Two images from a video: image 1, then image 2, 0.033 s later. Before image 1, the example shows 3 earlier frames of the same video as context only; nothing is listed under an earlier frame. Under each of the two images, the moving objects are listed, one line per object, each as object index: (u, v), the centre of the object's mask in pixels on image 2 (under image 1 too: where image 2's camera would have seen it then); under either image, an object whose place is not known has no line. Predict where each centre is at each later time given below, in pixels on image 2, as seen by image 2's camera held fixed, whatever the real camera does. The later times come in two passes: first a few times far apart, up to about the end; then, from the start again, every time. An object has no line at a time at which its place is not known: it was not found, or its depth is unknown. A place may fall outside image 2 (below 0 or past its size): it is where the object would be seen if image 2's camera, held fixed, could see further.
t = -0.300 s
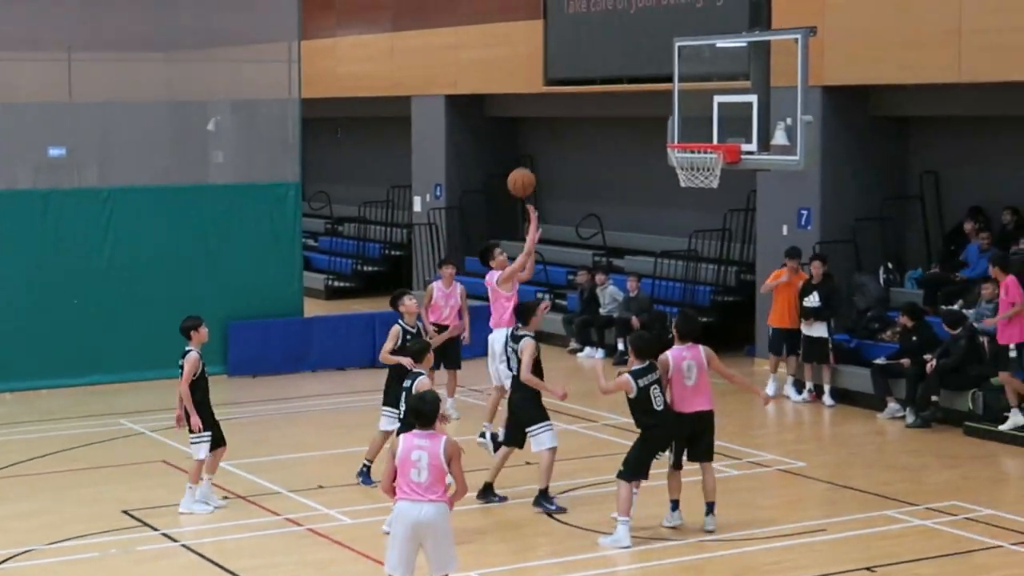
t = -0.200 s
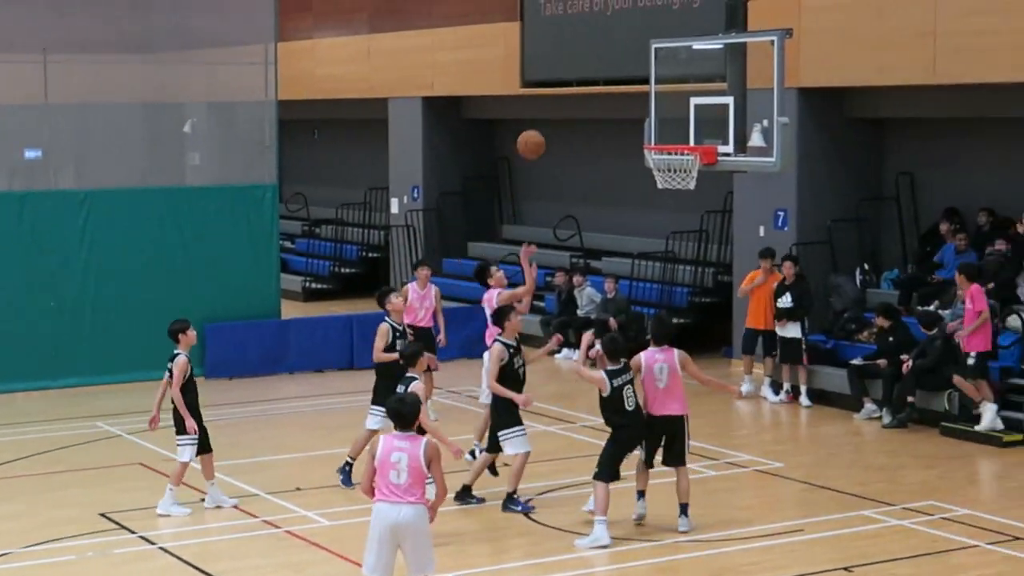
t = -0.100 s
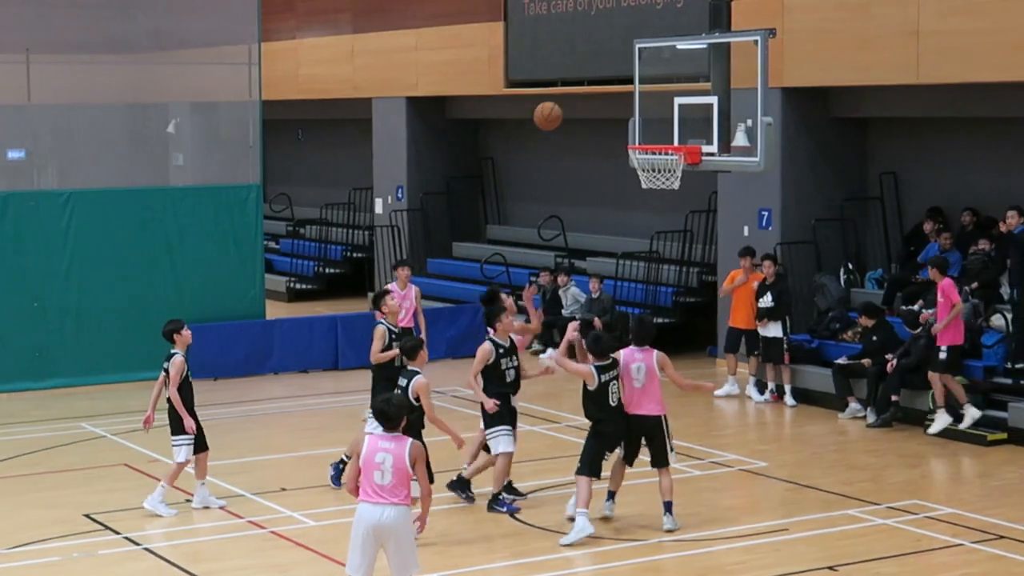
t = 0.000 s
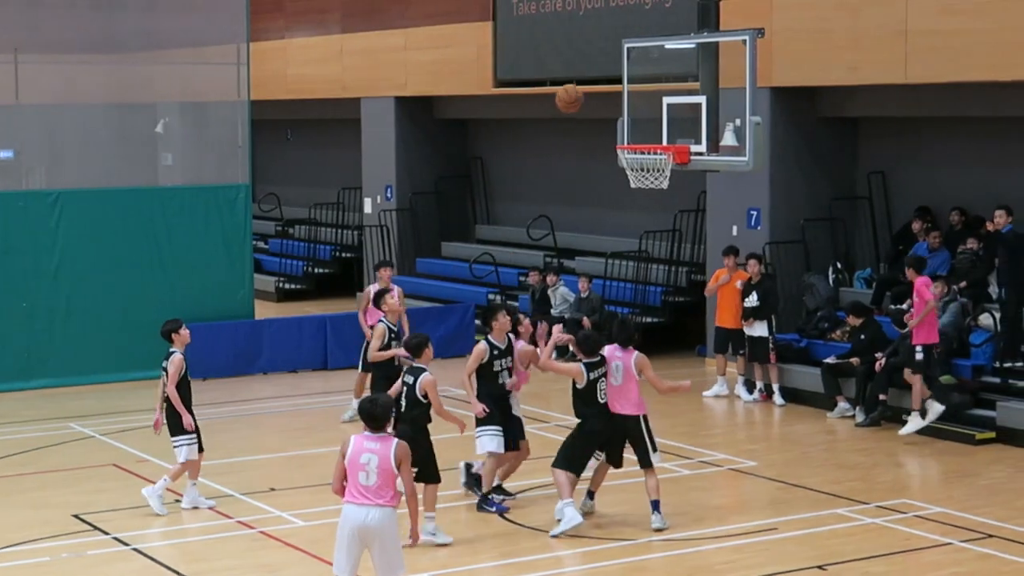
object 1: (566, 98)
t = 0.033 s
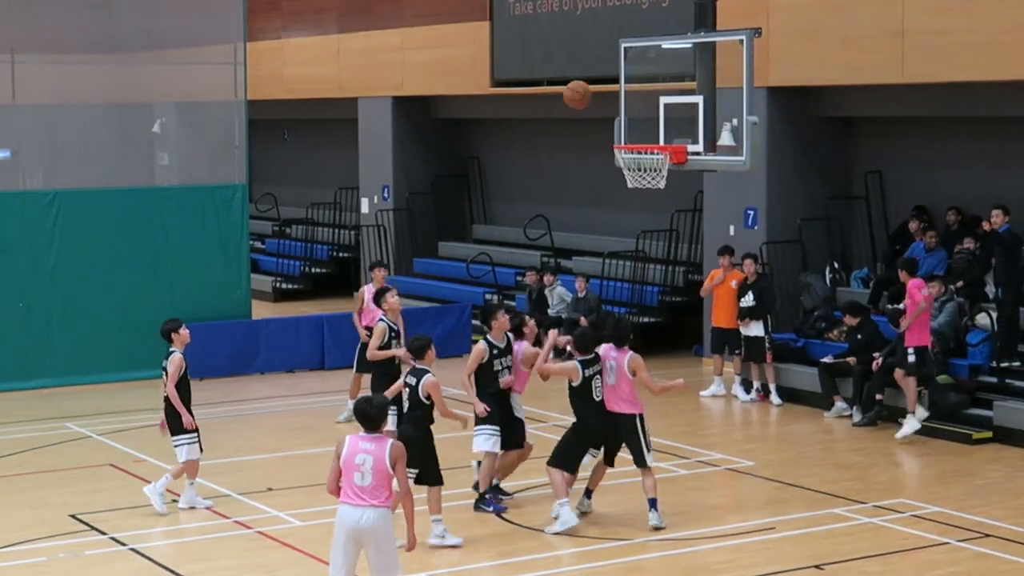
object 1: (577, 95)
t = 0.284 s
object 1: (644, 110)
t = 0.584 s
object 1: (619, 128)
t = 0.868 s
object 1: (597, 206)
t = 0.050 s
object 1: (582, 93)
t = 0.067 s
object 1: (588, 93)
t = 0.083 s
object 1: (593, 92)
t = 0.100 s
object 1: (599, 92)
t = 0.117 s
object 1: (604, 92)
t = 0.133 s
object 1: (609, 92)
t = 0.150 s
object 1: (615, 93)
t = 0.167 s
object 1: (621, 94)
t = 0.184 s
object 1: (627, 95)
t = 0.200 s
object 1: (632, 97)
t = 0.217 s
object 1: (637, 100)
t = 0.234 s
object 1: (643, 102)
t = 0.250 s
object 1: (647, 103)
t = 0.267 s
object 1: (646, 106)
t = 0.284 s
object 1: (644, 110)
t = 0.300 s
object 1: (641, 113)
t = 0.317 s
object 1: (640, 117)
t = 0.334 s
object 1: (639, 121)
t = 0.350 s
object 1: (638, 126)
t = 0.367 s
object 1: (635, 131)
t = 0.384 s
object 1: (634, 131)
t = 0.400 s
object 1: (632, 129)
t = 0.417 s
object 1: (632, 128)
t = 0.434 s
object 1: (630, 126)
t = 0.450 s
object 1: (629, 125)
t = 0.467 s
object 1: (628, 124)
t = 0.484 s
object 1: (626, 124)
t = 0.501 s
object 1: (625, 124)
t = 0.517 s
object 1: (624, 124)
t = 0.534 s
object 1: (622, 124)
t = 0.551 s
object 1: (622, 125)
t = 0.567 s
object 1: (621, 126)
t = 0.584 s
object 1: (619, 128)
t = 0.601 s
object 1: (618, 129)
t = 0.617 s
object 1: (616, 132)
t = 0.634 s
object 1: (615, 134)
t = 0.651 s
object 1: (613, 137)
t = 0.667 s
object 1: (612, 140)
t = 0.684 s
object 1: (611, 144)
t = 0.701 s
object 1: (609, 148)
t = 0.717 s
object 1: (608, 152)
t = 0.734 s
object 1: (607, 157)
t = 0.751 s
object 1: (606, 161)
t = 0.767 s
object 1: (604, 167)
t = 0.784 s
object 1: (603, 173)
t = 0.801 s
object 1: (602, 179)
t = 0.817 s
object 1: (601, 185)
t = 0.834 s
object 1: (600, 192)
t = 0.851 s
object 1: (599, 199)
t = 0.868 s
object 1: (597, 206)
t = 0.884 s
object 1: (597, 214)
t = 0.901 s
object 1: (595, 222)
